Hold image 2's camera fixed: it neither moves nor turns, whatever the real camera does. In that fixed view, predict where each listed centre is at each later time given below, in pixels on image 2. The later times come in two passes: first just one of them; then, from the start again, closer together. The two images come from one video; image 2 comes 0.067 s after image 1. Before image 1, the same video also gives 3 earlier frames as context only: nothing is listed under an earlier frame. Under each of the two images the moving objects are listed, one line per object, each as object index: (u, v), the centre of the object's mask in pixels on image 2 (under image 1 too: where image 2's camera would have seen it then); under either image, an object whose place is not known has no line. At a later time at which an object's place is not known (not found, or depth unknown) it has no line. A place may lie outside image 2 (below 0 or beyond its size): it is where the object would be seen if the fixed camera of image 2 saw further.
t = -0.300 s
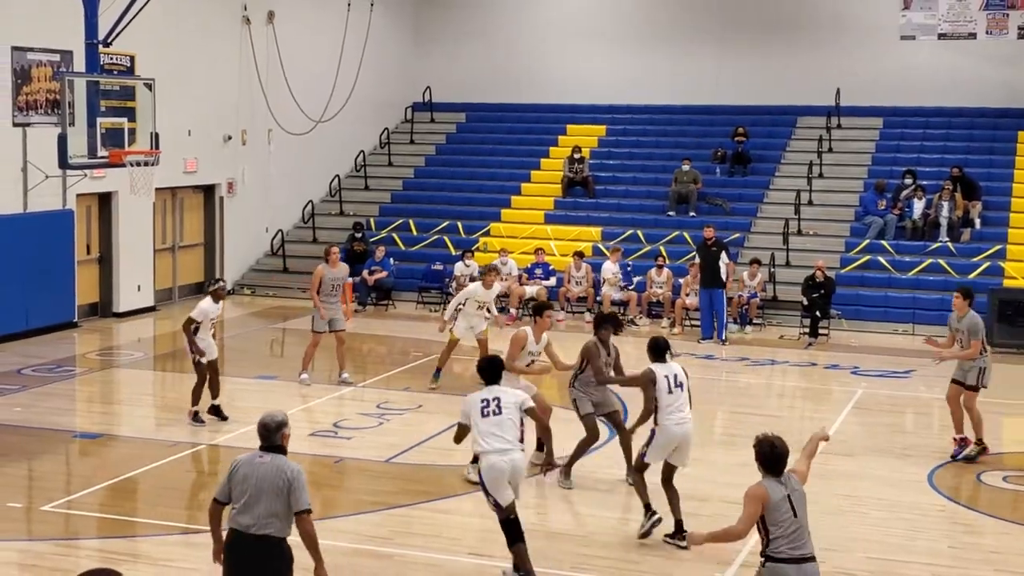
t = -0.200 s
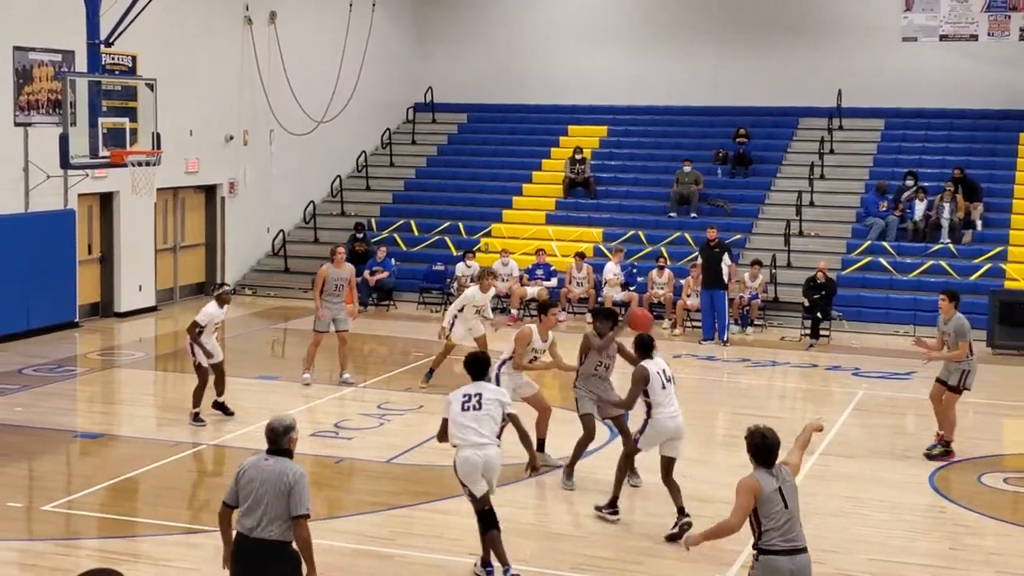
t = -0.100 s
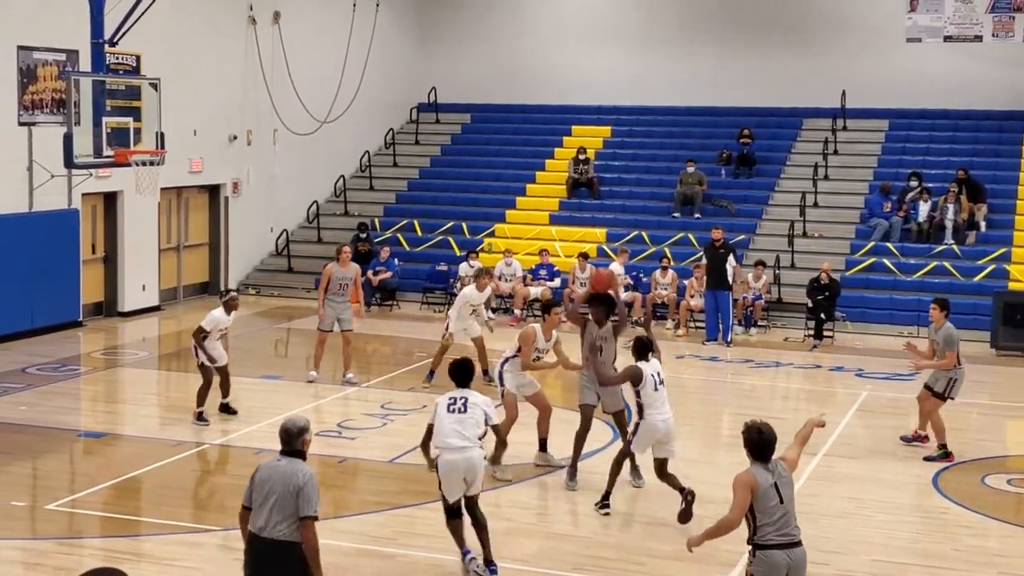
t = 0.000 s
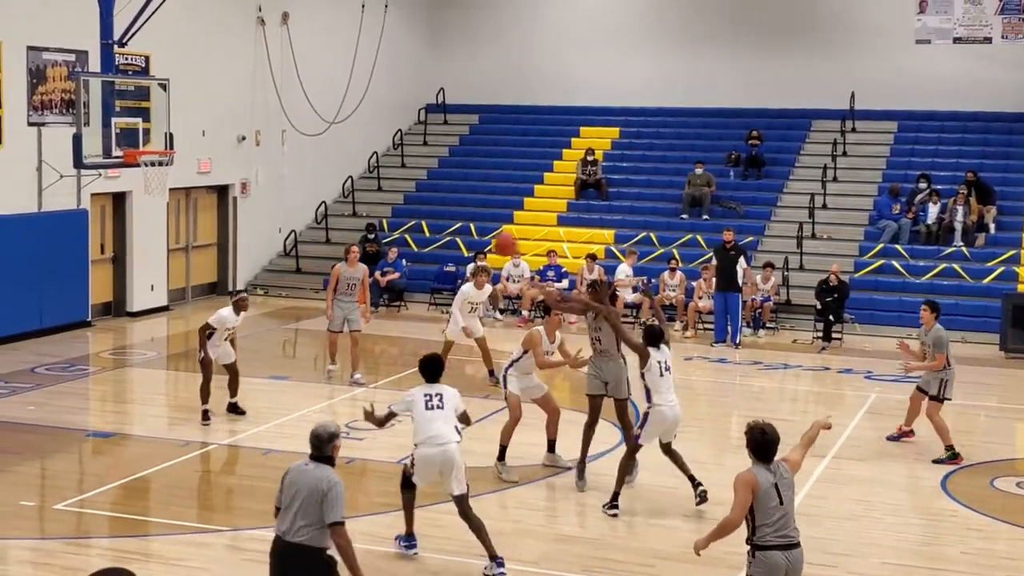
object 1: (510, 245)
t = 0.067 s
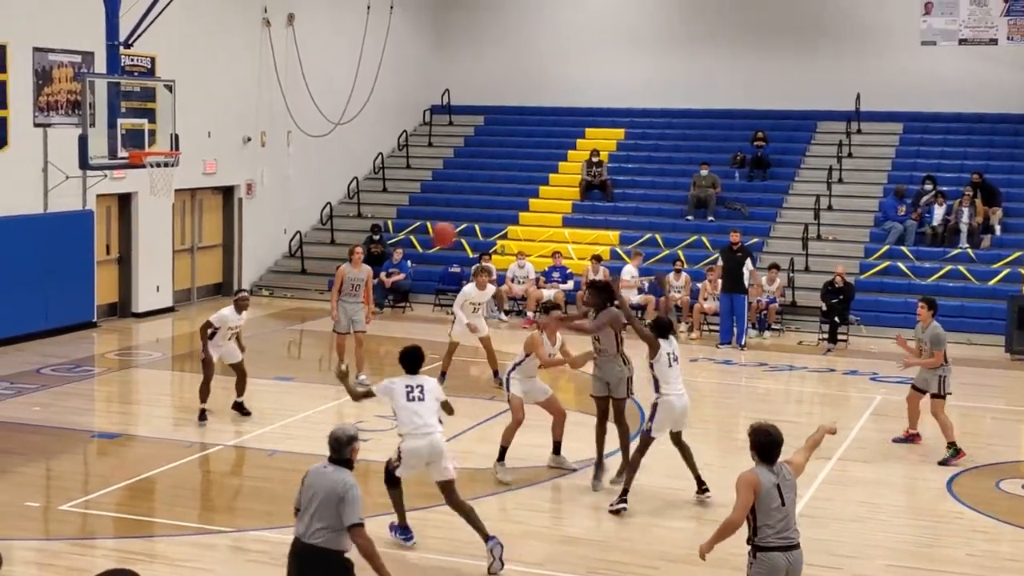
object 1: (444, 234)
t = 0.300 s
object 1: (194, 234)
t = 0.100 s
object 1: (409, 230)
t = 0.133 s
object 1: (375, 229)
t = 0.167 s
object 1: (339, 227)
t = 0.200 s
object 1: (305, 227)
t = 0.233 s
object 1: (268, 228)
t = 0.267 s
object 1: (232, 230)
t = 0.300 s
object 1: (194, 234)
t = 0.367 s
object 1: (121, 243)
